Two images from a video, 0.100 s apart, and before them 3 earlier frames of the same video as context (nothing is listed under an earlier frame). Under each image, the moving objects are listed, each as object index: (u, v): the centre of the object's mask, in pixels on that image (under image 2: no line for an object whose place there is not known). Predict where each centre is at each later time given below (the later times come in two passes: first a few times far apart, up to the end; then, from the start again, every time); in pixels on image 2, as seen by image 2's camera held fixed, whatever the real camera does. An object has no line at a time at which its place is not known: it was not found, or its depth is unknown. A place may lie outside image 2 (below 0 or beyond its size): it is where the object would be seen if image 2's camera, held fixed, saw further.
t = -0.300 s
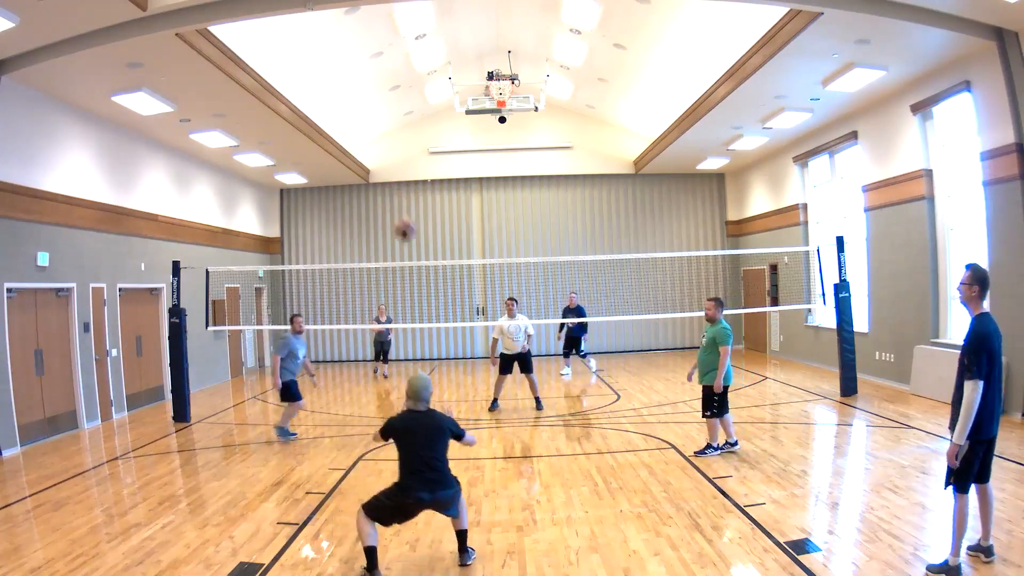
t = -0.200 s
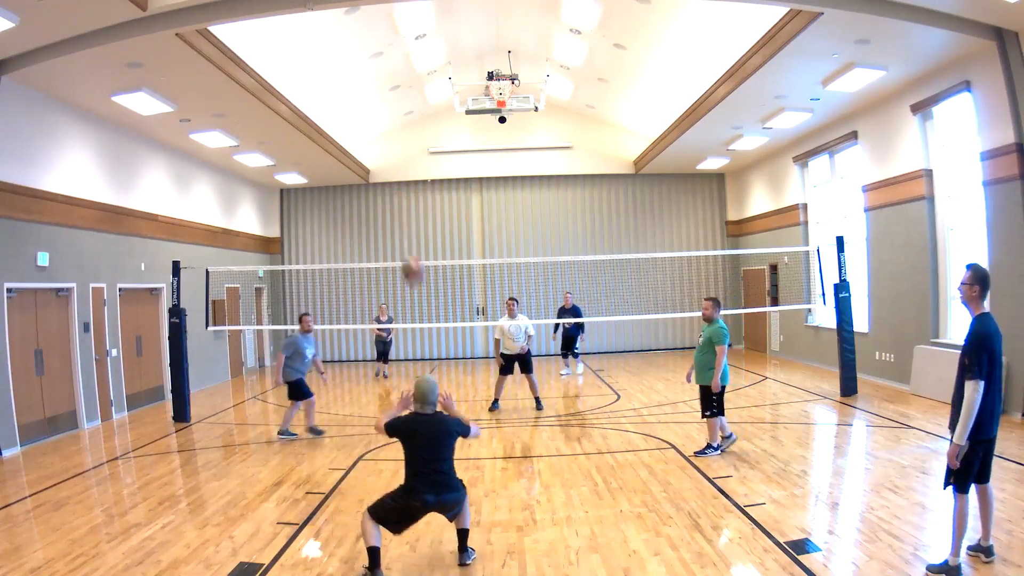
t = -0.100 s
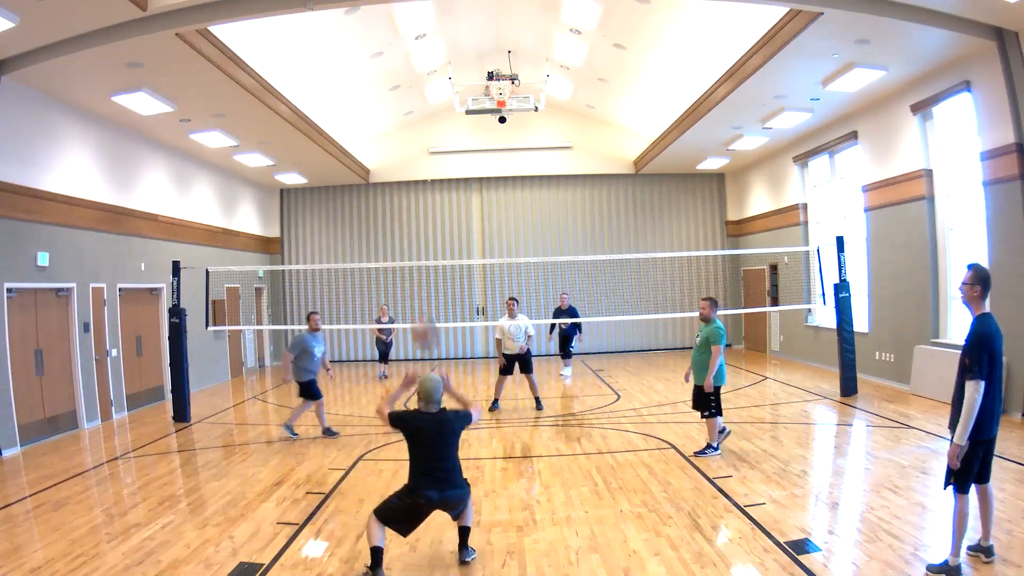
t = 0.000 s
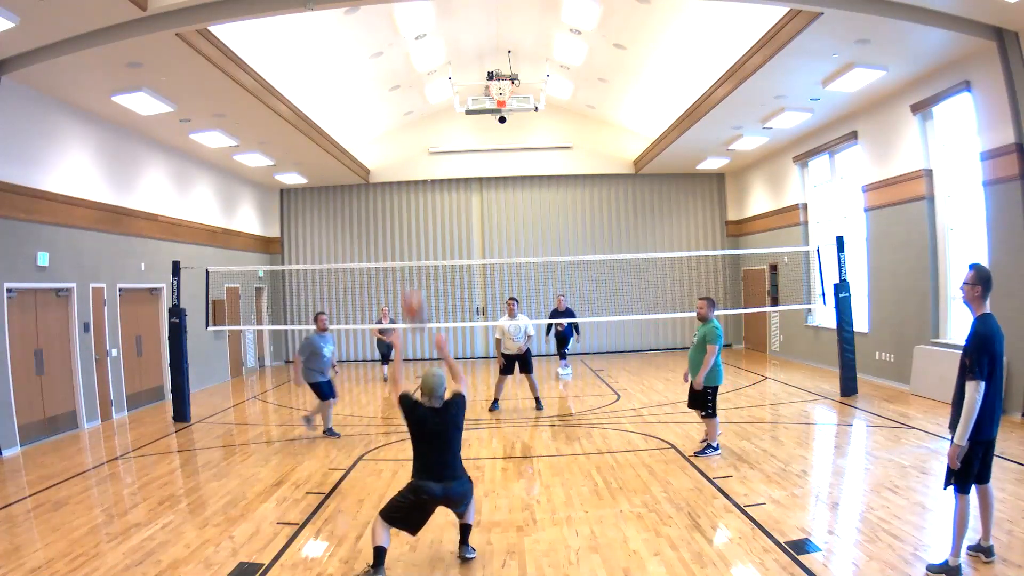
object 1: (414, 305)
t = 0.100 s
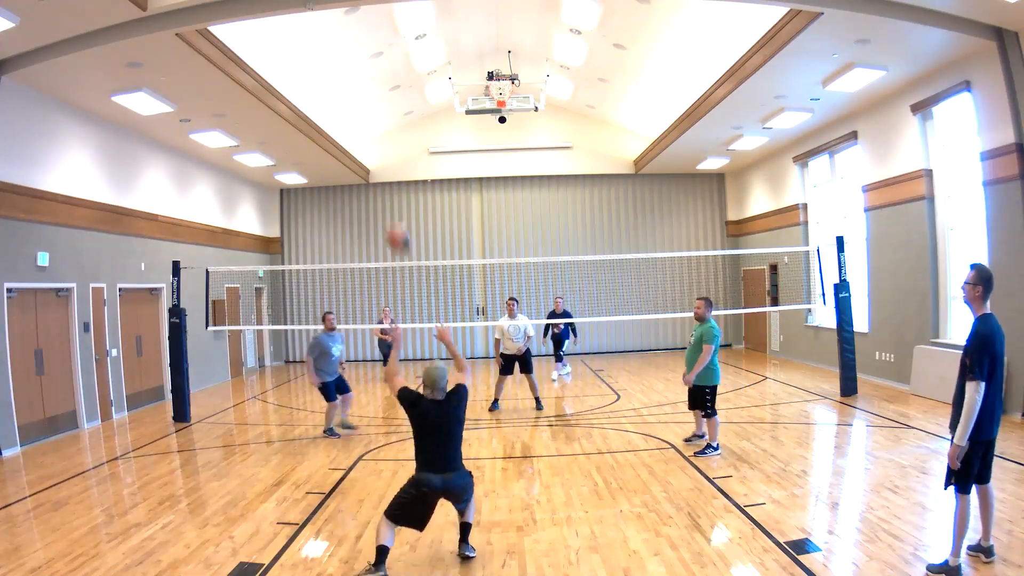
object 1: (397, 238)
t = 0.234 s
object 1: (380, 182)
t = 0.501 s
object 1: (355, 151)
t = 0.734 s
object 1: (340, 179)
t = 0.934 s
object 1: (327, 232)
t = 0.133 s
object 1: (393, 221)
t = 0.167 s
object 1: (388, 206)
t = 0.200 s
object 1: (385, 193)
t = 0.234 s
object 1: (380, 182)
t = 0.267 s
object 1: (377, 174)
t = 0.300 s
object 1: (374, 167)
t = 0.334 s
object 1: (370, 161)
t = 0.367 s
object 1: (366, 156)
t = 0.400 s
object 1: (363, 153)
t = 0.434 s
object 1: (361, 151)
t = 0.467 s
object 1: (358, 151)
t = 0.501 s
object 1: (355, 151)
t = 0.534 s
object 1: (353, 152)
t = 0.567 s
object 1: (351, 155)
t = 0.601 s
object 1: (348, 158)
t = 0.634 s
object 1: (346, 162)
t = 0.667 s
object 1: (344, 167)
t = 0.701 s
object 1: (341, 171)
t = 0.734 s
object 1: (340, 179)
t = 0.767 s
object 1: (337, 185)
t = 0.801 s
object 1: (335, 194)
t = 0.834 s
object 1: (333, 202)
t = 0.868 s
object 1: (331, 212)
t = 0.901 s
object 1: (329, 222)
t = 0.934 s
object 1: (327, 232)
